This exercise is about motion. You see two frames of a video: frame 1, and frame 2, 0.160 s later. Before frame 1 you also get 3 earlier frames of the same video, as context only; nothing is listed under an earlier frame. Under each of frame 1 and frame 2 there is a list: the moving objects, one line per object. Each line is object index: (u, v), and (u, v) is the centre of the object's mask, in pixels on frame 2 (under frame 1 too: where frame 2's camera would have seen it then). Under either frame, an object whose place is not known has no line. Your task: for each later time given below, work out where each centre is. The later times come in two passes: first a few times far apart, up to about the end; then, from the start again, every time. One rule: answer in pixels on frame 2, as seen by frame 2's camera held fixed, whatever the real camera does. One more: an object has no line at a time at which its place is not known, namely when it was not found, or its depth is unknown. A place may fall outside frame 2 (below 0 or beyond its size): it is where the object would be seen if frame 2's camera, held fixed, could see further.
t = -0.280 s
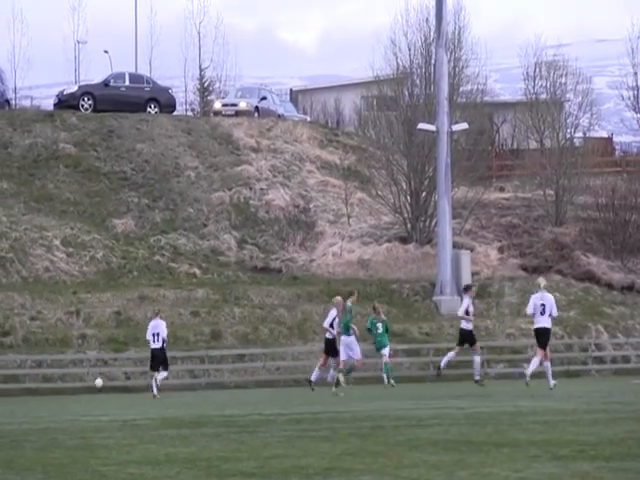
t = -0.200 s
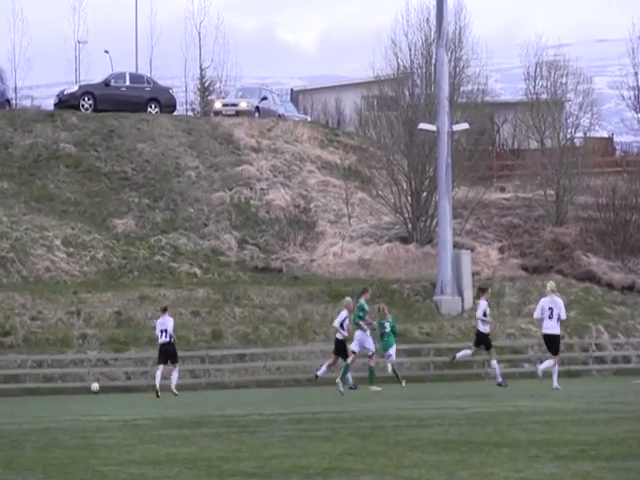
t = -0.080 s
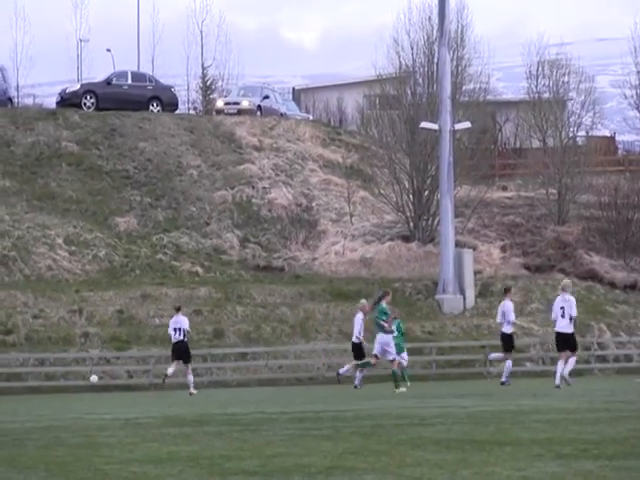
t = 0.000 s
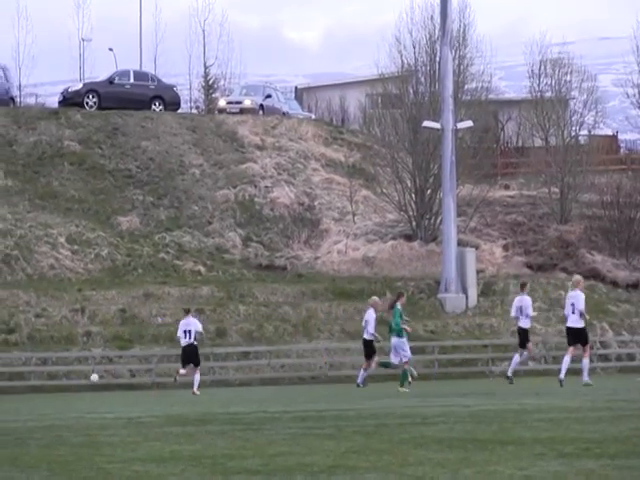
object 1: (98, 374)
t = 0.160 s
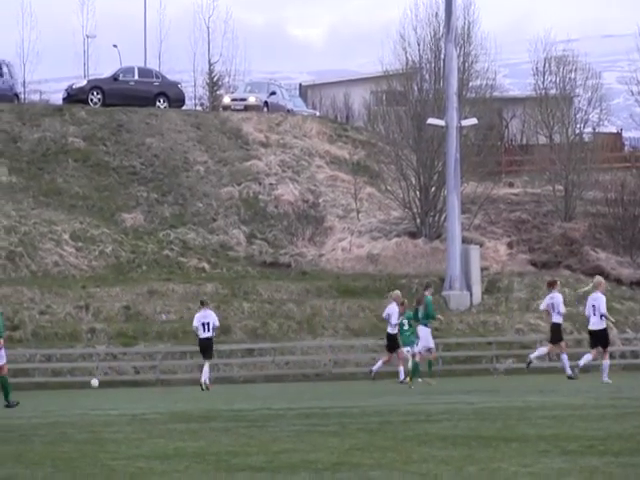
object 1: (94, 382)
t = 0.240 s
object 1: (91, 378)
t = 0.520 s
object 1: (107, 360)
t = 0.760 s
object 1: (130, 364)
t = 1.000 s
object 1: (151, 374)
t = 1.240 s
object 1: (163, 370)
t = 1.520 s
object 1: (179, 376)
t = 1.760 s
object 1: (192, 378)
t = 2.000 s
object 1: (205, 380)
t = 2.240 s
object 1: (217, 379)
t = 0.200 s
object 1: (93, 379)
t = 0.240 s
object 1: (91, 378)
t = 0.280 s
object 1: (90, 377)
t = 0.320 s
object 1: (88, 376)
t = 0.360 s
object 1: (92, 371)
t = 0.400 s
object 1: (96, 368)
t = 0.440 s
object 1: (99, 365)
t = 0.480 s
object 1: (103, 362)
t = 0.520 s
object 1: (107, 360)
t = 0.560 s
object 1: (111, 359)
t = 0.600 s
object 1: (114, 358)
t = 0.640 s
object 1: (119, 358)
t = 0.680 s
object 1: (123, 360)
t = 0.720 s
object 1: (127, 361)
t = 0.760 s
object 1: (130, 364)
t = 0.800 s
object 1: (134, 367)
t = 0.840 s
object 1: (138, 370)
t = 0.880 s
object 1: (142, 375)
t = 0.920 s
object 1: (146, 381)
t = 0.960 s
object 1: (148, 378)
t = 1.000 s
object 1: (151, 374)
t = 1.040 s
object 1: (153, 372)
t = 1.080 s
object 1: (155, 370)
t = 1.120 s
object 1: (157, 369)
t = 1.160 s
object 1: (159, 369)
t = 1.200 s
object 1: (161, 369)
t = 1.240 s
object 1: (163, 370)
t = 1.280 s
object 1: (166, 372)
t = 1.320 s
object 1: (168, 375)
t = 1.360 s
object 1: (170, 378)
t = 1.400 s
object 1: (172, 380)
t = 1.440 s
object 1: (174, 378)
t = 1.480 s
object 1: (177, 377)
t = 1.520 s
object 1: (179, 376)
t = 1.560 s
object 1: (181, 376)
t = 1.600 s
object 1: (183, 377)
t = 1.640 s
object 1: (186, 379)
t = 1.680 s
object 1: (188, 379)
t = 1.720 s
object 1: (190, 378)
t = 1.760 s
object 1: (192, 378)
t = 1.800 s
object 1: (195, 379)
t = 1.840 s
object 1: (197, 380)
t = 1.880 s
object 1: (199, 380)
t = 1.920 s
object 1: (201, 380)
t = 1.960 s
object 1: (203, 380)
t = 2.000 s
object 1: (205, 380)
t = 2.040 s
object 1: (207, 379)
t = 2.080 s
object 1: (209, 379)
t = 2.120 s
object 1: (211, 379)
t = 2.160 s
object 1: (213, 380)
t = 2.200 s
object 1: (214, 379)
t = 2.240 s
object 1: (217, 379)
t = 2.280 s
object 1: (219, 379)
